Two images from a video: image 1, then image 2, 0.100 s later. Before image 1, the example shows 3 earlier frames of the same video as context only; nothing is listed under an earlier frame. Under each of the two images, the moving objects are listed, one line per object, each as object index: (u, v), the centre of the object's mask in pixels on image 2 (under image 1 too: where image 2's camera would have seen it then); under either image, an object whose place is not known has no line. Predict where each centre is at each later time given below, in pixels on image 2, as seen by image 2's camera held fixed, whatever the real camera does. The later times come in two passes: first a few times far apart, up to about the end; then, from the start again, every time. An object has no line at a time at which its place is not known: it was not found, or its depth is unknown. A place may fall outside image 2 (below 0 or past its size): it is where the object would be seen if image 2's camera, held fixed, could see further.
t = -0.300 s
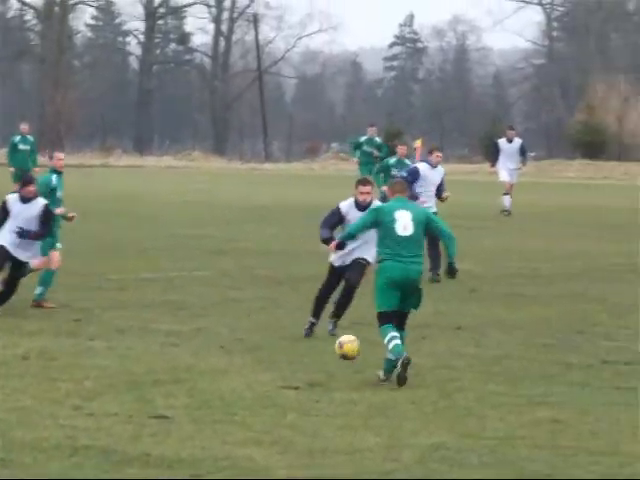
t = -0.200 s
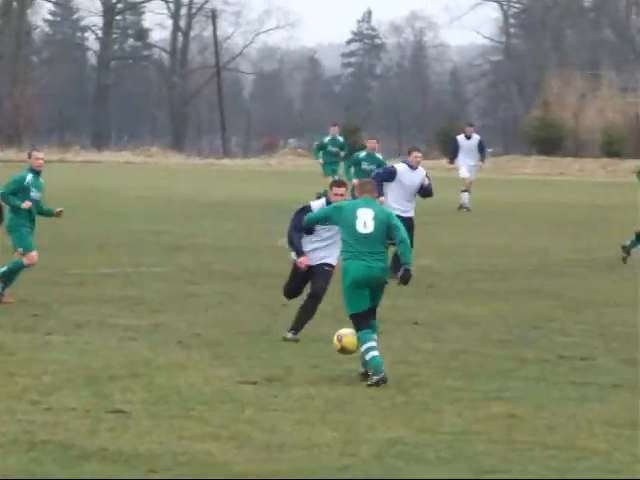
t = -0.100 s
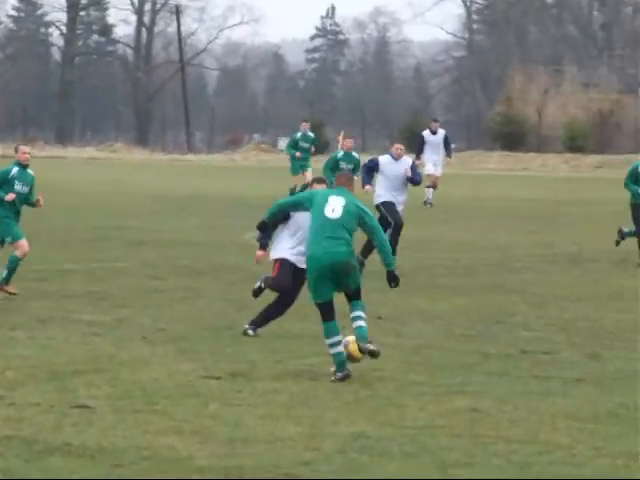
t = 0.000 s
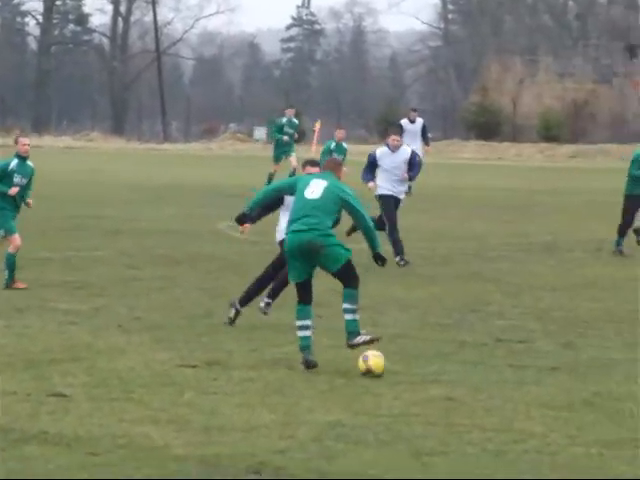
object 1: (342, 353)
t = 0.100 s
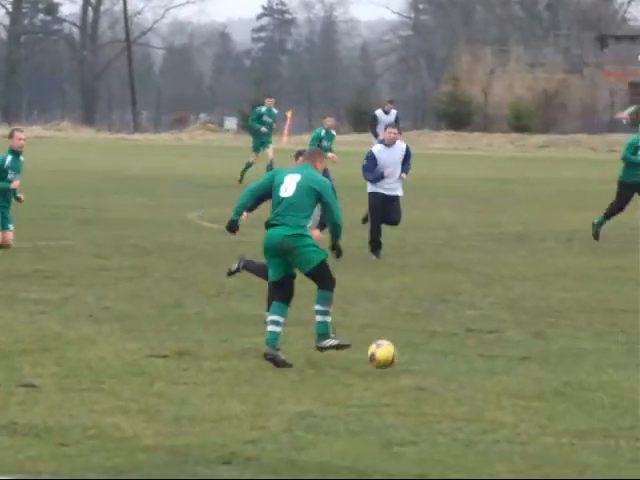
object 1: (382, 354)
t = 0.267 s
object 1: (448, 366)
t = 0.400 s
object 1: (501, 377)
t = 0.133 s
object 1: (395, 358)
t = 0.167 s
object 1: (409, 362)
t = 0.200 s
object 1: (422, 369)
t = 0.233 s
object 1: (435, 368)
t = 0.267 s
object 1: (448, 366)
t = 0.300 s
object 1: (461, 367)
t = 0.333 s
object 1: (473, 368)
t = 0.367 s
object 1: (488, 372)
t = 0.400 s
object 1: (501, 377)
